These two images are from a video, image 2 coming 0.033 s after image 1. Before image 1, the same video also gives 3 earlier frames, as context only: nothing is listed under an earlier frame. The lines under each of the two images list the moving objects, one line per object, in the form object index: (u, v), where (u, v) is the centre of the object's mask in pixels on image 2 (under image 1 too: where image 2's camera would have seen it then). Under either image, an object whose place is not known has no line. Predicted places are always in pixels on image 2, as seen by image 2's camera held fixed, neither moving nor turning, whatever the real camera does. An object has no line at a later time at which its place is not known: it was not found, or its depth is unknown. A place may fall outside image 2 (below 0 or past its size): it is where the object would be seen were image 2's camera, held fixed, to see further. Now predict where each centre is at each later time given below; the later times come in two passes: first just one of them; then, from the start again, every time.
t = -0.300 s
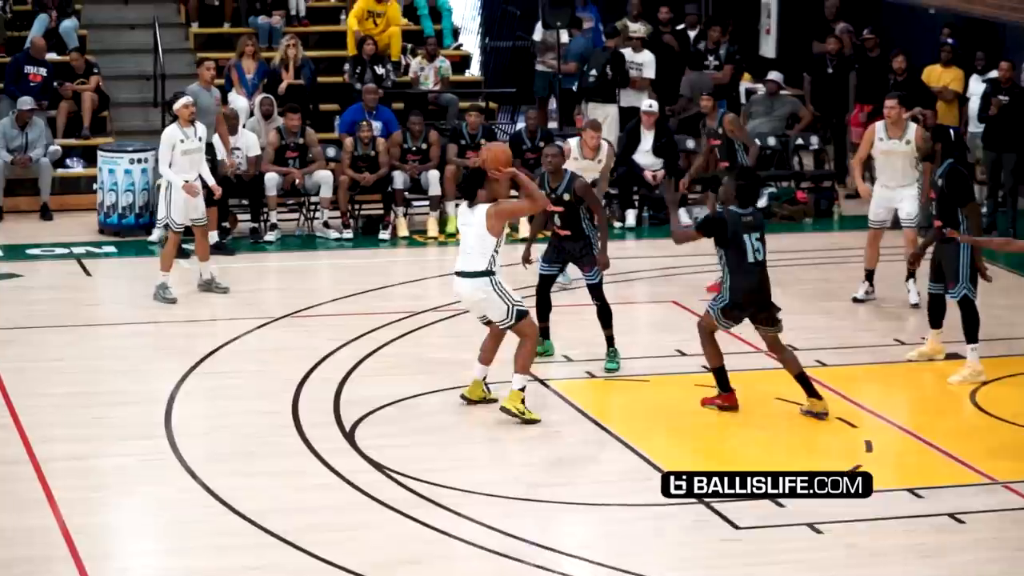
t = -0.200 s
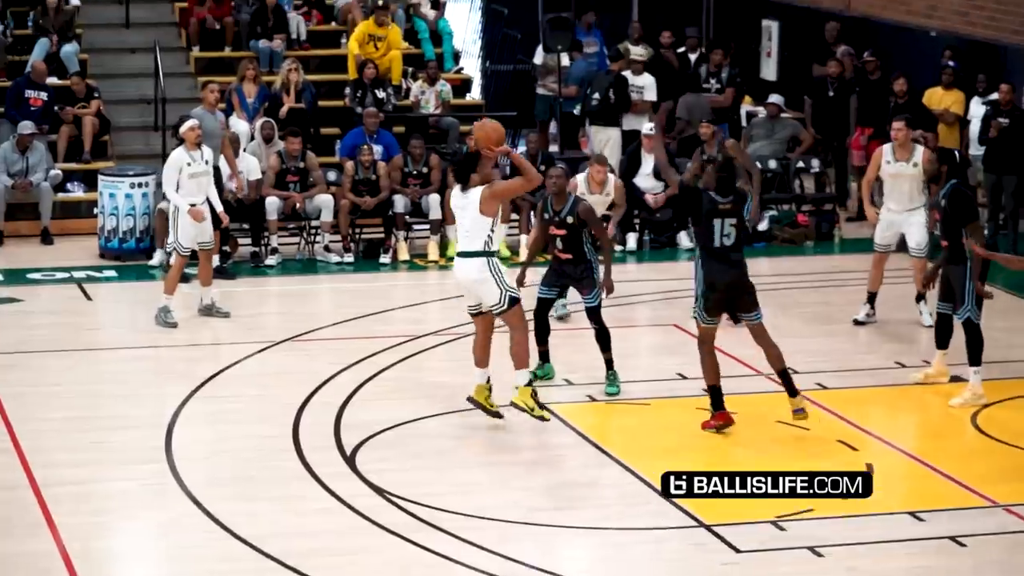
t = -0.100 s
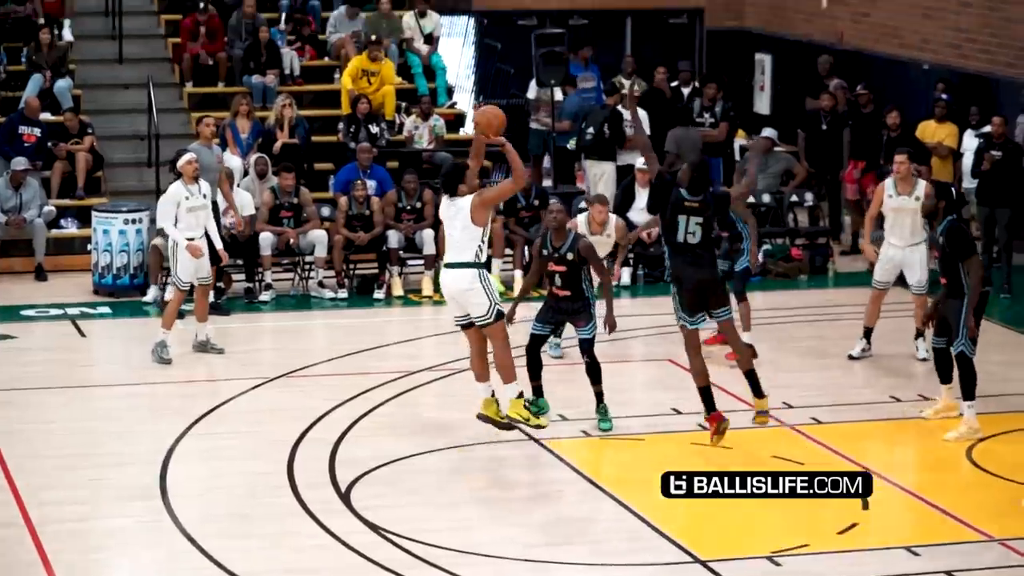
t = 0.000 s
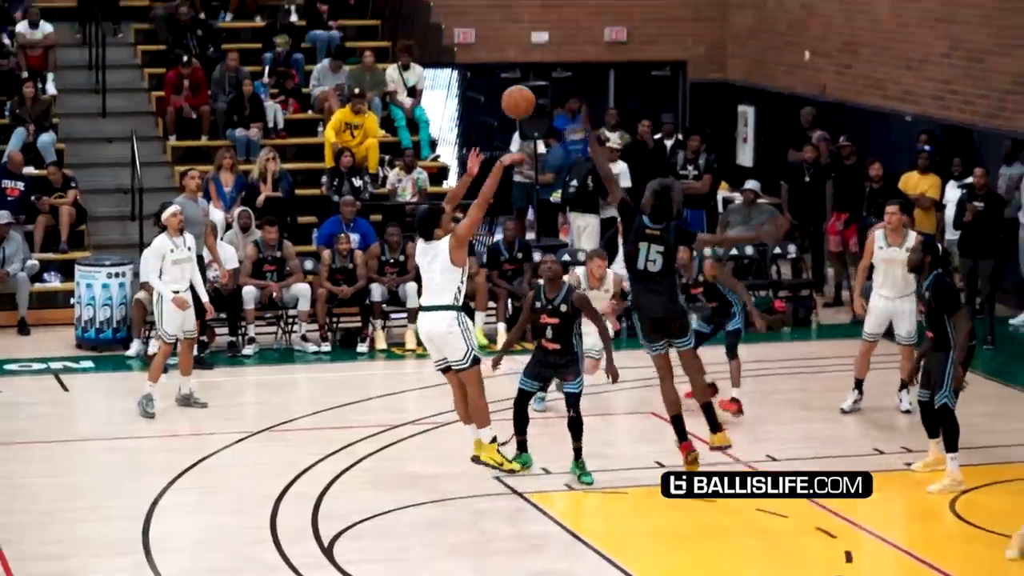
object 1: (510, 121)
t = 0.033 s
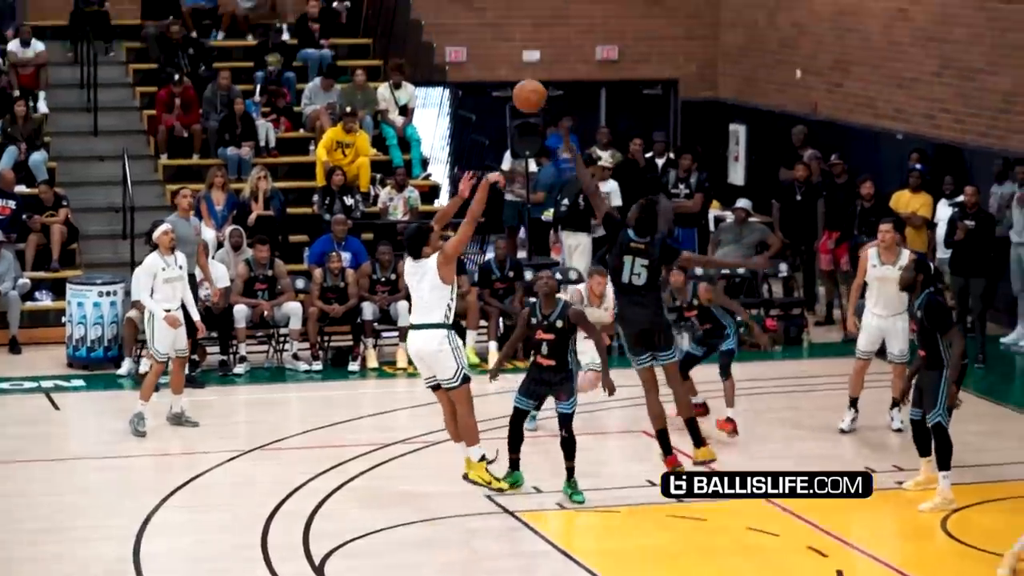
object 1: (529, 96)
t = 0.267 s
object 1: (664, -34)
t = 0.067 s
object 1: (548, 72)
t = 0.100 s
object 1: (567, 50)
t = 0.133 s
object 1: (587, 30)
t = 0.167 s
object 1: (606, 12)
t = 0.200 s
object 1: (625, -5)
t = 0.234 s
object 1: (645, -21)
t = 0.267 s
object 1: (664, -34)
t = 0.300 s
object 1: (683, -46)
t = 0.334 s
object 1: (703, -56)
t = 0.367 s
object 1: (722, -65)
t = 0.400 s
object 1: (741, -72)
